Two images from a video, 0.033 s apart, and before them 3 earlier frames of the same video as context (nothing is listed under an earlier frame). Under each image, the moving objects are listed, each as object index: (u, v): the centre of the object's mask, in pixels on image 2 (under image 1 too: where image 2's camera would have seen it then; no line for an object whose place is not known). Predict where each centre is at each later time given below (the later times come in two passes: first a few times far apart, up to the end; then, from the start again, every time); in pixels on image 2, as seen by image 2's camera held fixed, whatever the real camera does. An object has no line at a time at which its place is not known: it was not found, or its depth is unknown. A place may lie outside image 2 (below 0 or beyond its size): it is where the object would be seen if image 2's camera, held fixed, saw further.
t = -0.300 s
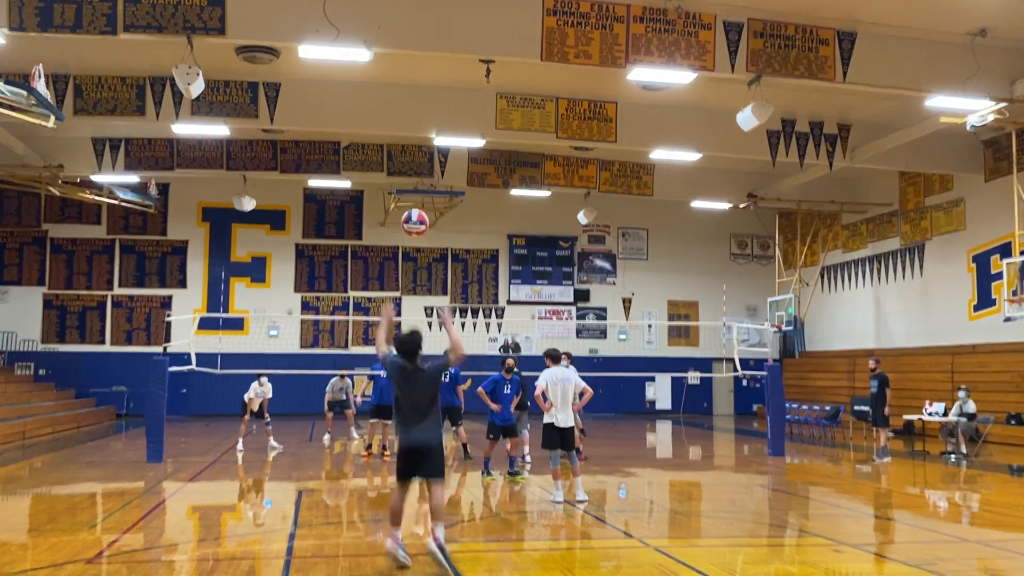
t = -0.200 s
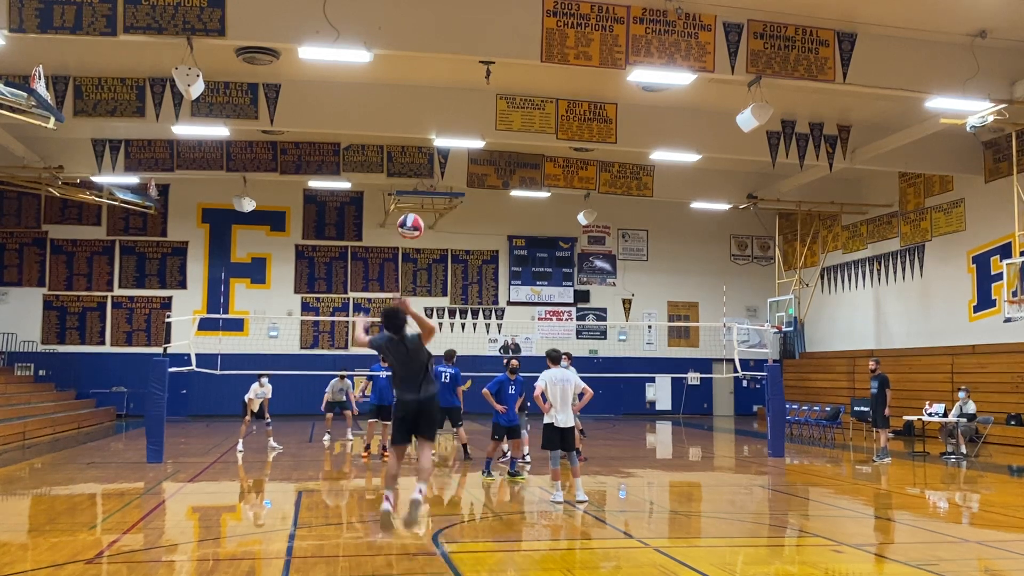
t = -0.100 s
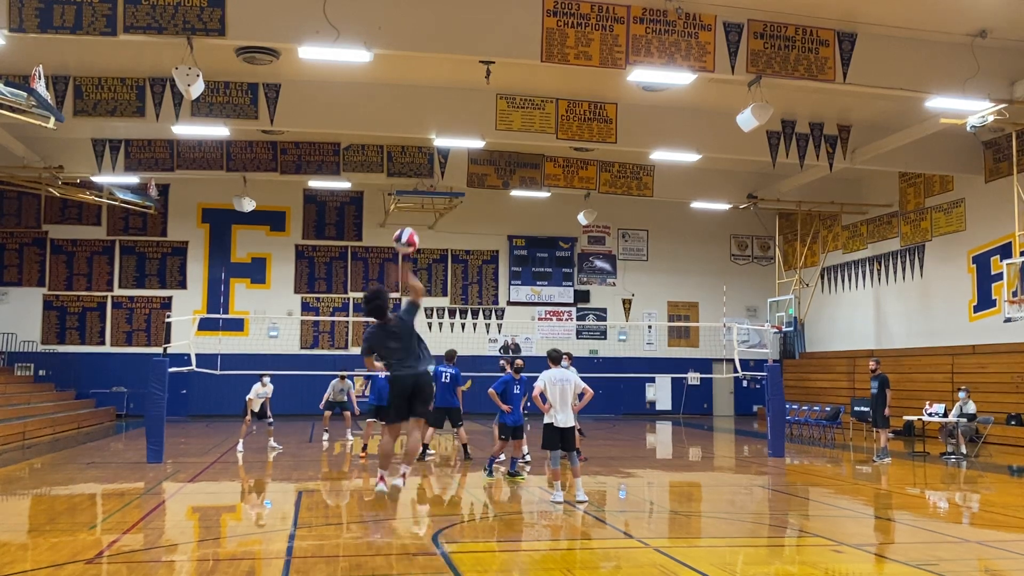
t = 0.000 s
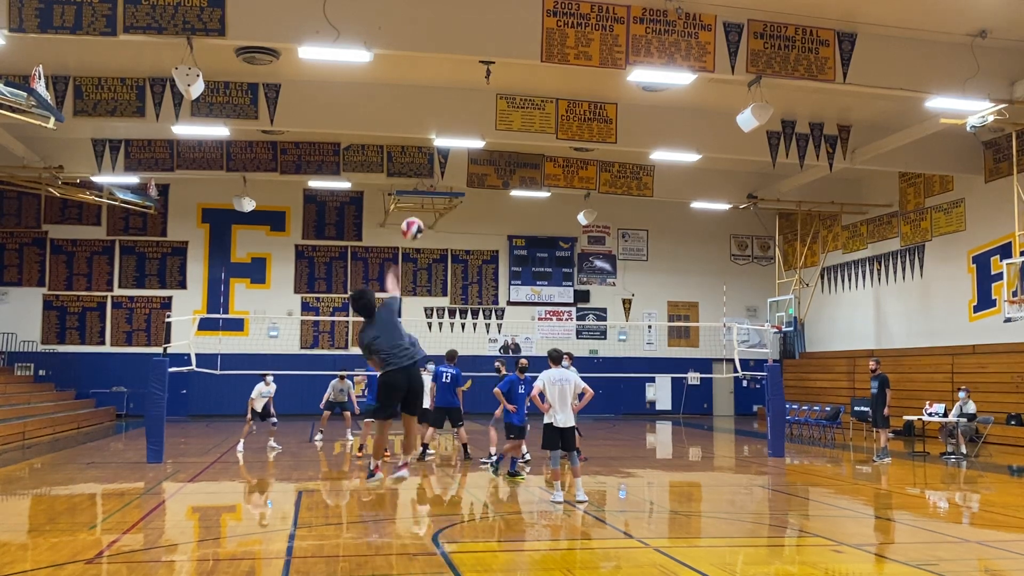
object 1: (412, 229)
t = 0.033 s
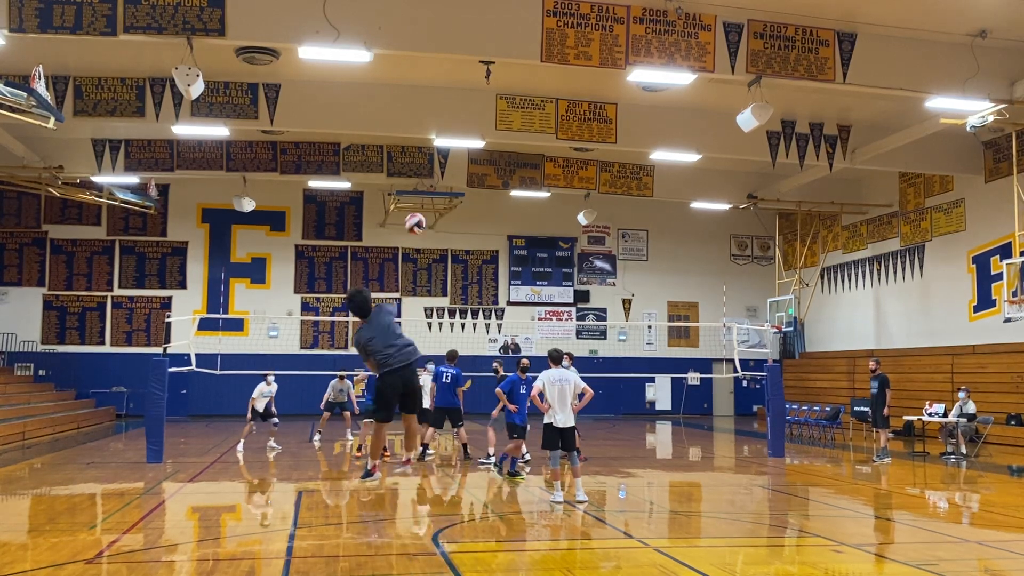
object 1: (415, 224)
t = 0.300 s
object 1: (430, 232)
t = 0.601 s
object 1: (437, 291)
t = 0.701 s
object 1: (437, 313)
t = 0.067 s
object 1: (418, 220)
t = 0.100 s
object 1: (420, 219)
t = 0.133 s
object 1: (422, 218)
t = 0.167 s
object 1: (424, 219)
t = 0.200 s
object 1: (426, 221)
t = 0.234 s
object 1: (427, 224)
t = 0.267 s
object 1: (429, 228)
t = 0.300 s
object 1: (430, 232)
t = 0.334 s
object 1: (431, 236)
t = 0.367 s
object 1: (432, 241)
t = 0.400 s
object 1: (433, 247)
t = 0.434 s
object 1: (434, 255)
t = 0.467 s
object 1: (434, 261)
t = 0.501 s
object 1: (435, 268)
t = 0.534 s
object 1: (436, 276)
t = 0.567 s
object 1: (436, 283)
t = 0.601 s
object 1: (437, 291)
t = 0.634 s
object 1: (437, 299)
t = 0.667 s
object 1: (437, 307)
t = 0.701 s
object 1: (437, 313)
